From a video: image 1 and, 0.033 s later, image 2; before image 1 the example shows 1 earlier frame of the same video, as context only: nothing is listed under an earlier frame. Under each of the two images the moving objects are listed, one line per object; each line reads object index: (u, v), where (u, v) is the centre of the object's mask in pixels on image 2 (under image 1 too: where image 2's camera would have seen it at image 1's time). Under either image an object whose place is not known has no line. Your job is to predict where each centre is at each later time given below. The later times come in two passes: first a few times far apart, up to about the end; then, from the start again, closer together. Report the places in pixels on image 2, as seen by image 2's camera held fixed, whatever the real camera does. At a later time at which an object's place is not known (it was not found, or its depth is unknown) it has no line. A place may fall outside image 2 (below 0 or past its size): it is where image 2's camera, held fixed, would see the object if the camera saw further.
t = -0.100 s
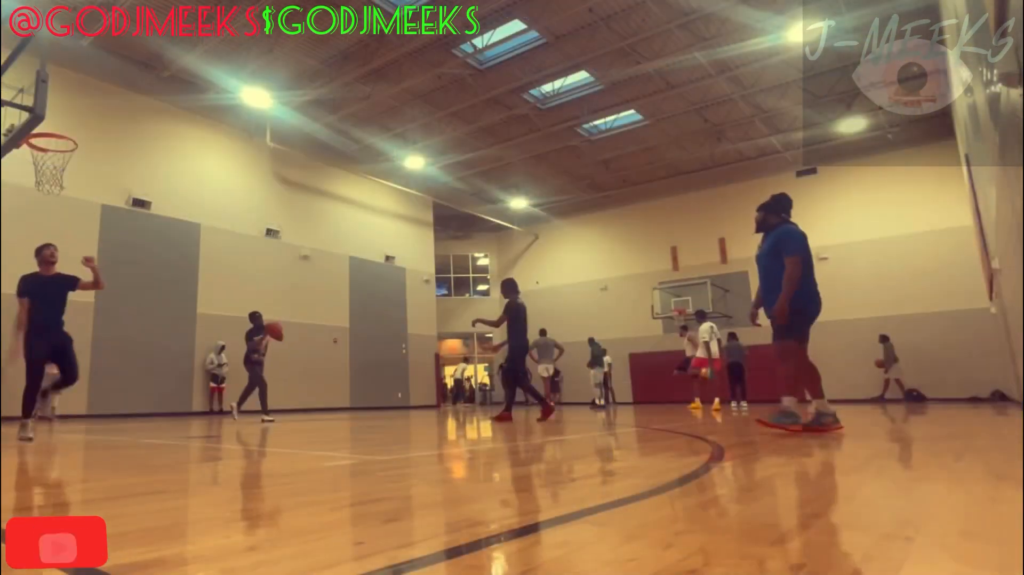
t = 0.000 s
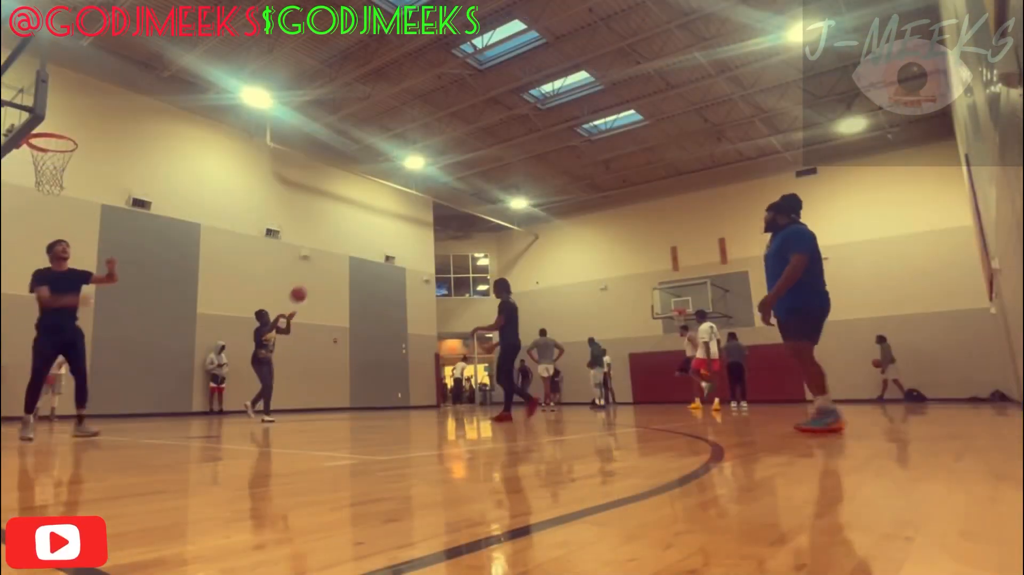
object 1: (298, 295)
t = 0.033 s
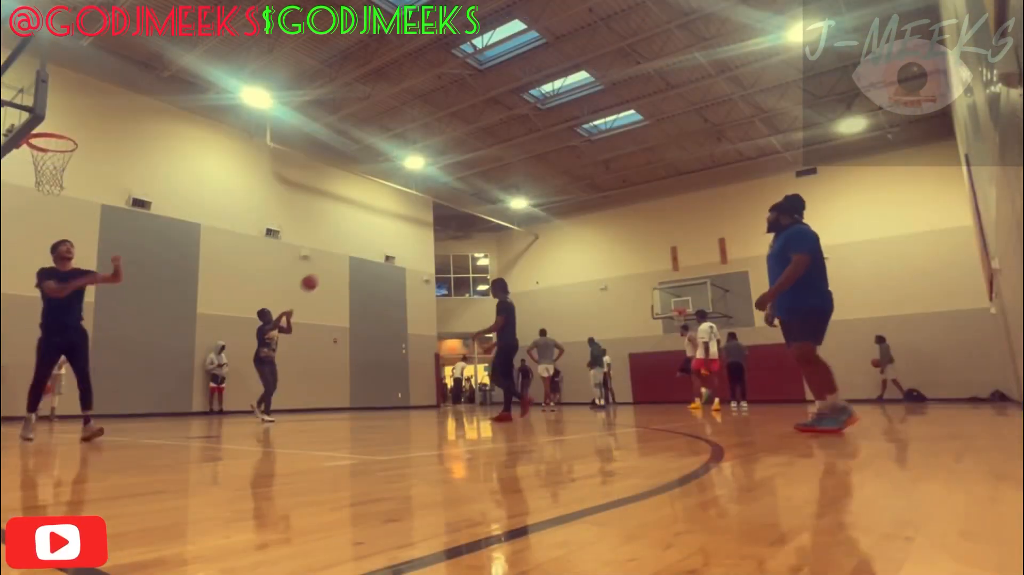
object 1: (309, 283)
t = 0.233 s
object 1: (381, 222)
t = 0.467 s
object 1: (489, 175)
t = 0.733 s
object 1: (661, 164)
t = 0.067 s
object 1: (320, 272)
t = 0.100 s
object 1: (332, 261)
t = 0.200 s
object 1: (368, 231)
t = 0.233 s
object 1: (381, 222)
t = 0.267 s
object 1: (395, 214)
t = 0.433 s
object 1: (472, 180)
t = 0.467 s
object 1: (489, 175)
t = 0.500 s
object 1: (506, 171)
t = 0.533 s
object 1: (526, 168)
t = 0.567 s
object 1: (545, 165)
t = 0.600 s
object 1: (566, 162)
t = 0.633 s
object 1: (587, 161)
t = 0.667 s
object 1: (611, 162)
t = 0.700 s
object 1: (635, 162)
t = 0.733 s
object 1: (661, 164)
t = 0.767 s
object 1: (689, 168)
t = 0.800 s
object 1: (717, 173)
